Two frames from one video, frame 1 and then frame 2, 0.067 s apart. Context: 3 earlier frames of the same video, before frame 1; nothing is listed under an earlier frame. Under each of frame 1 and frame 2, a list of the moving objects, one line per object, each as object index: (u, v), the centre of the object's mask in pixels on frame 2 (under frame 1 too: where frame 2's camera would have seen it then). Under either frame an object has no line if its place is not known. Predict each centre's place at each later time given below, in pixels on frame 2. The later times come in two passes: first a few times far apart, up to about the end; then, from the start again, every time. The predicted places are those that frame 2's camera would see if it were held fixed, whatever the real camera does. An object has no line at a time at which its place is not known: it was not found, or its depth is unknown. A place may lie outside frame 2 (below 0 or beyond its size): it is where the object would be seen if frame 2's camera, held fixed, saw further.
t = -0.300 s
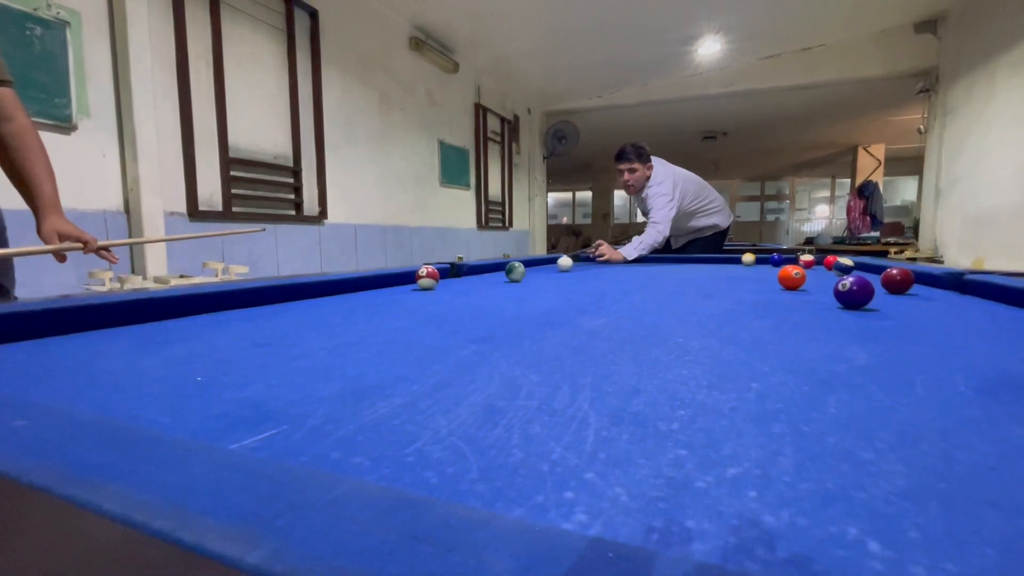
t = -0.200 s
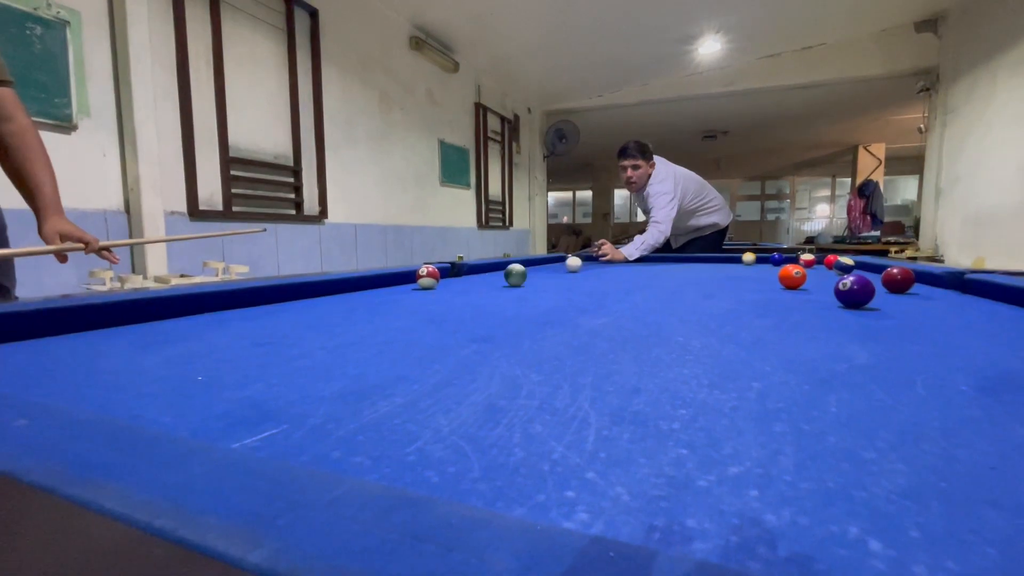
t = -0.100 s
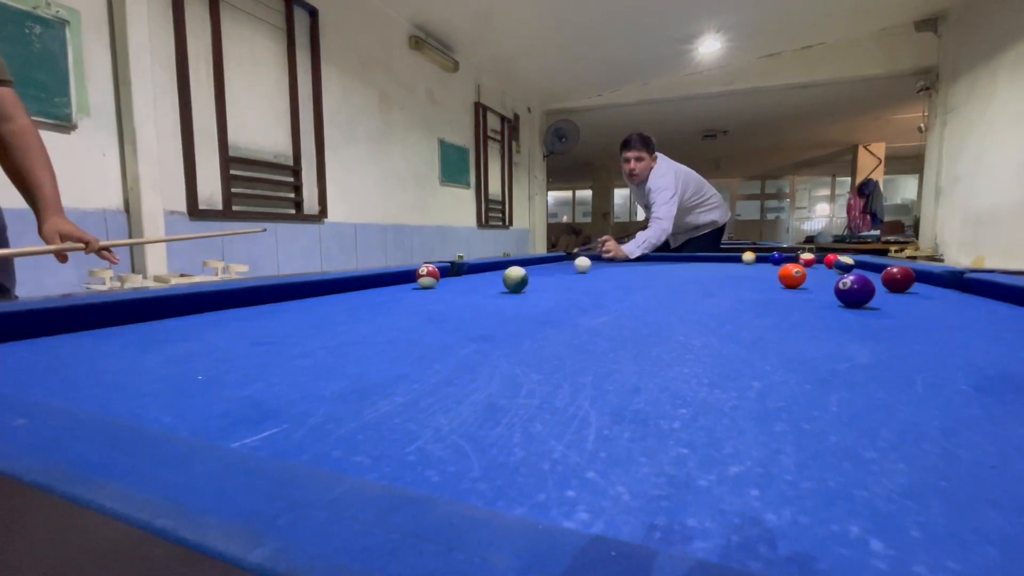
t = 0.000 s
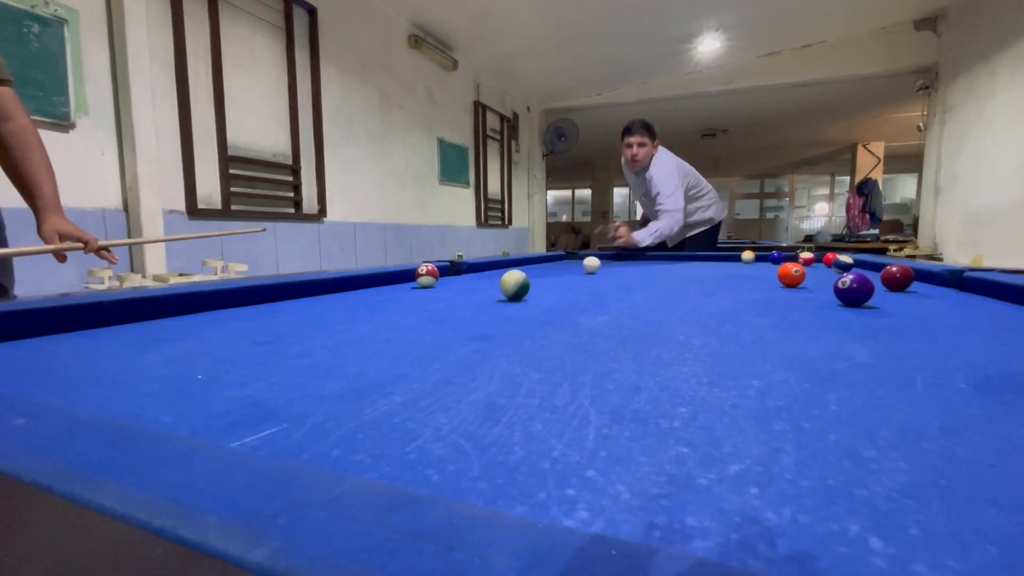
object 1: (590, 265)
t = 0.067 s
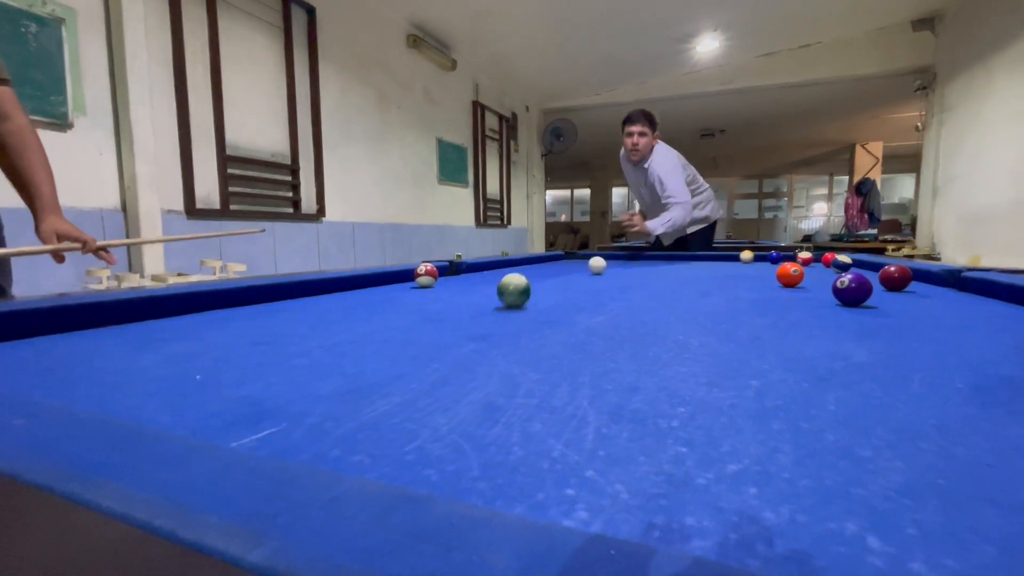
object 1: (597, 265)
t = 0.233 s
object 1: (616, 268)
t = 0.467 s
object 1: (646, 271)
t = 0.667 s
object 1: (677, 275)
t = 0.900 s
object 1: (723, 281)
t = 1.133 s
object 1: (781, 287)
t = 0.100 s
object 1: (601, 266)
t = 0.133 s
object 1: (604, 266)
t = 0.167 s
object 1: (608, 267)
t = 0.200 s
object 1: (612, 267)
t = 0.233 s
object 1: (616, 268)
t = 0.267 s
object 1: (619, 268)
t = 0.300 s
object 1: (624, 268)
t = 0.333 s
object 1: (628, 269)
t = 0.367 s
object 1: (632, 270)
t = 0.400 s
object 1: (637, 270)
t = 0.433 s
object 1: (641, 271)
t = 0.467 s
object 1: (646, 271)
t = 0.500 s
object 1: (651, 272)
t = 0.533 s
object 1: (656, 272)
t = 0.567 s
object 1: (661, 273)
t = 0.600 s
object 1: (666, 274)
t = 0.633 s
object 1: (672, 274)
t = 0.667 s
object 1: (677, 275)
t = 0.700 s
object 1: (684, 276)
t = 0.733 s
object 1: (690, 277)
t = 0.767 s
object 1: (696, 277)
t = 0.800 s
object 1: (702, 278)
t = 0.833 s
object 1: (709, 279)
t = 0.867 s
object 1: (716, 280)
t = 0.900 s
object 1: (723, 281)
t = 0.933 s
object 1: (730, 281)
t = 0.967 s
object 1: (738, 282)
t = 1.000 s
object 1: (746, 283)
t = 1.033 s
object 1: (754, 284)
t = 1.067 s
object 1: (763, 285)
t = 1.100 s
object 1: (771, 286)
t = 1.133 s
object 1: (781, 287)
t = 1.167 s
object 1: (790, 288)
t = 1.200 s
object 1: (800, 289)
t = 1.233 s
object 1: (810, 290)
